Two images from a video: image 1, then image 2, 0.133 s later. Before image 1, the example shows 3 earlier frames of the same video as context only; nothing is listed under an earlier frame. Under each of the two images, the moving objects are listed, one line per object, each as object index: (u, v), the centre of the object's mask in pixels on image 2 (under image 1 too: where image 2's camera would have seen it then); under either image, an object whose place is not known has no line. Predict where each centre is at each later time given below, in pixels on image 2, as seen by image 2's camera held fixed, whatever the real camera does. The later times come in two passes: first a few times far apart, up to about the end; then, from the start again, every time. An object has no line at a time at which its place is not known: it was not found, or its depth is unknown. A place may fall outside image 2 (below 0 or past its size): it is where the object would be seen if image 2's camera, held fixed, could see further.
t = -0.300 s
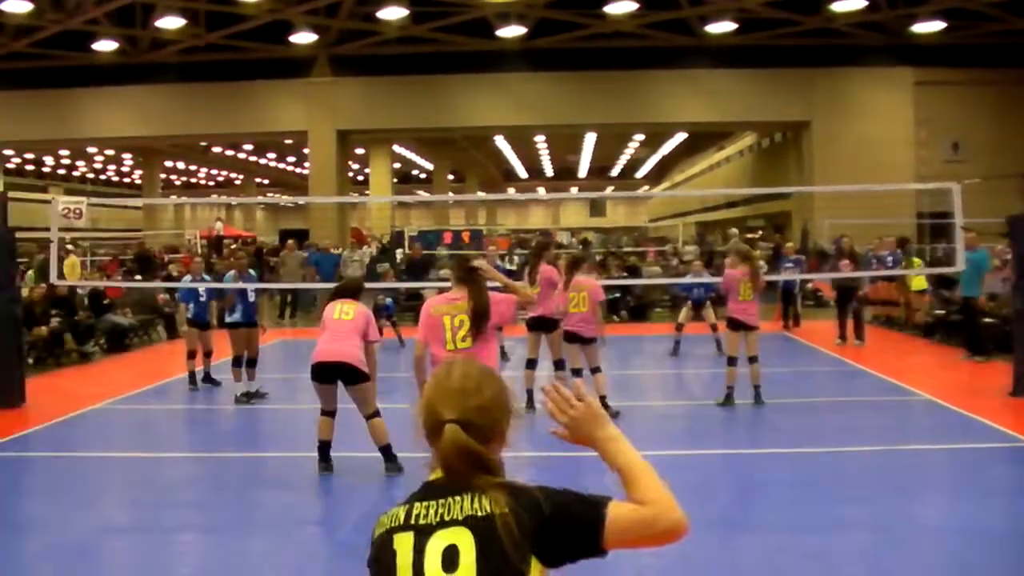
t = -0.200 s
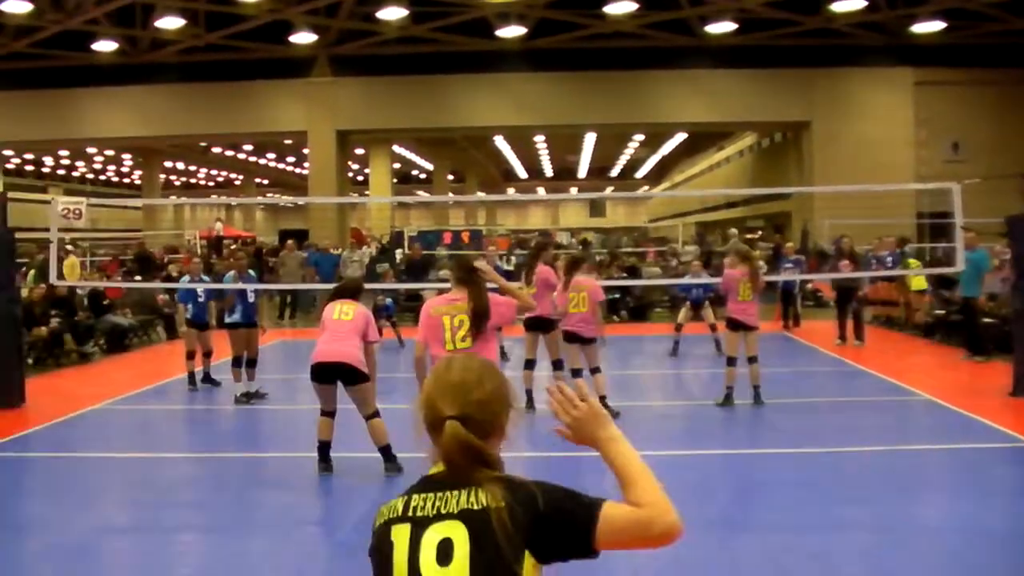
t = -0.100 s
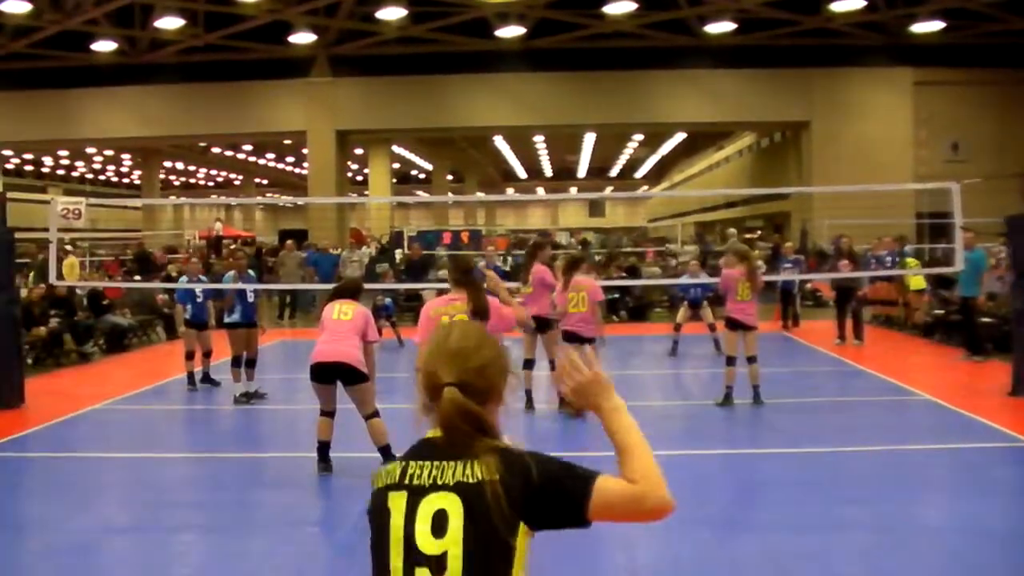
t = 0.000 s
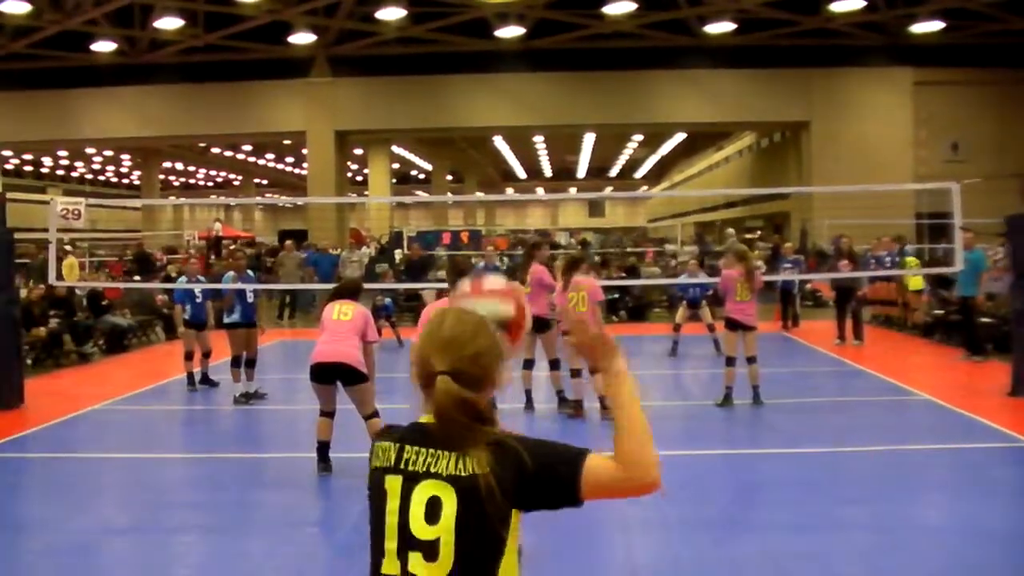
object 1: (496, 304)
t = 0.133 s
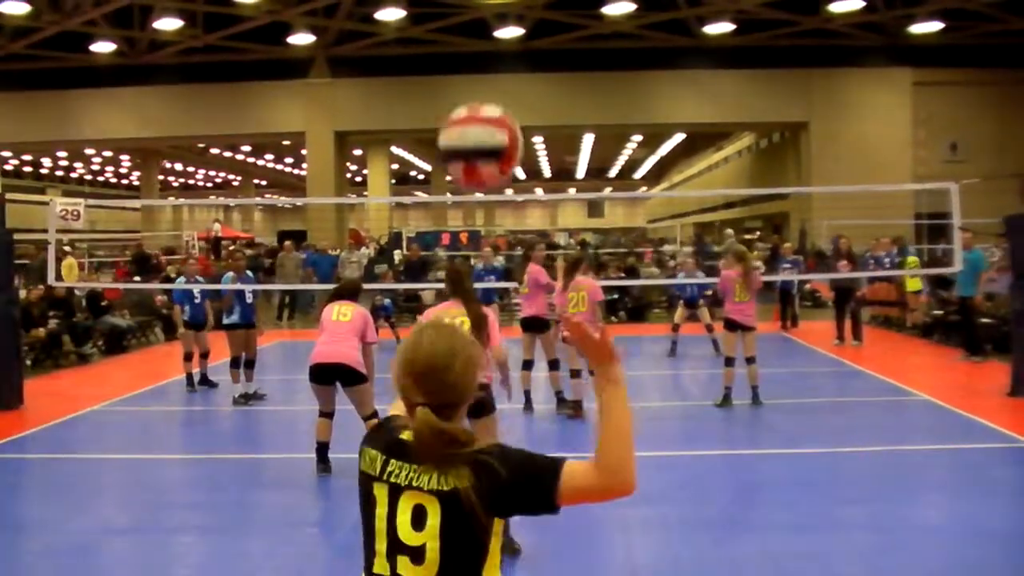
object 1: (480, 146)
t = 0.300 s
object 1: (473, 37)
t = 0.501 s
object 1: (467, 48)
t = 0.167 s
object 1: (478, 114)
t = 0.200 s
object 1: (476, 88)
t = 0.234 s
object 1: (475, 66)
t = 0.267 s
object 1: (474, 49)
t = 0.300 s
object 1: (473, 37)
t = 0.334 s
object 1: (472, 32)
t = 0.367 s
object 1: (470, 30)
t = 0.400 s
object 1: (470, 30)
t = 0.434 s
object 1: (469, 32)
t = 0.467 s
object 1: (468, 37)
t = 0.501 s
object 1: (467, 48)
